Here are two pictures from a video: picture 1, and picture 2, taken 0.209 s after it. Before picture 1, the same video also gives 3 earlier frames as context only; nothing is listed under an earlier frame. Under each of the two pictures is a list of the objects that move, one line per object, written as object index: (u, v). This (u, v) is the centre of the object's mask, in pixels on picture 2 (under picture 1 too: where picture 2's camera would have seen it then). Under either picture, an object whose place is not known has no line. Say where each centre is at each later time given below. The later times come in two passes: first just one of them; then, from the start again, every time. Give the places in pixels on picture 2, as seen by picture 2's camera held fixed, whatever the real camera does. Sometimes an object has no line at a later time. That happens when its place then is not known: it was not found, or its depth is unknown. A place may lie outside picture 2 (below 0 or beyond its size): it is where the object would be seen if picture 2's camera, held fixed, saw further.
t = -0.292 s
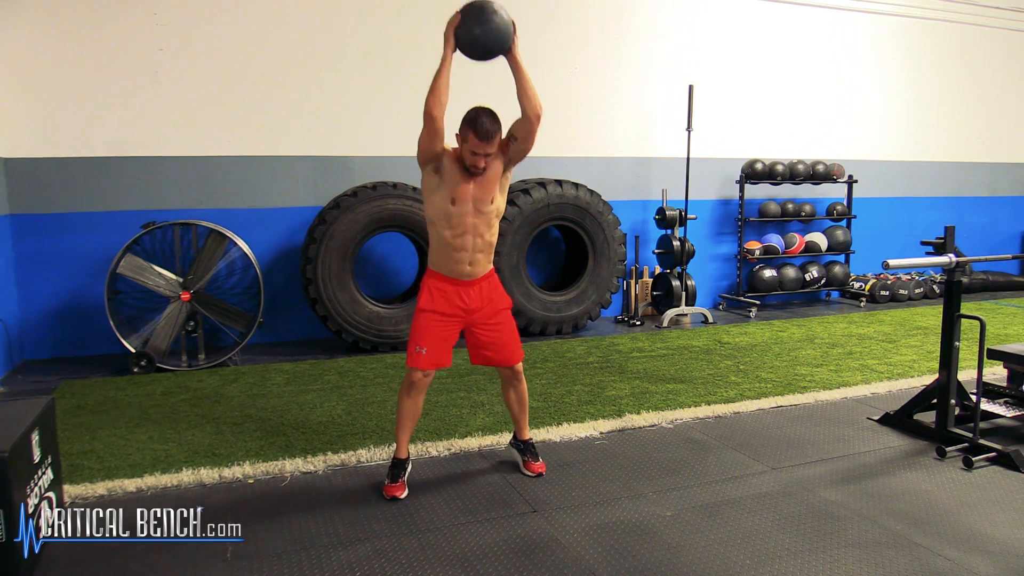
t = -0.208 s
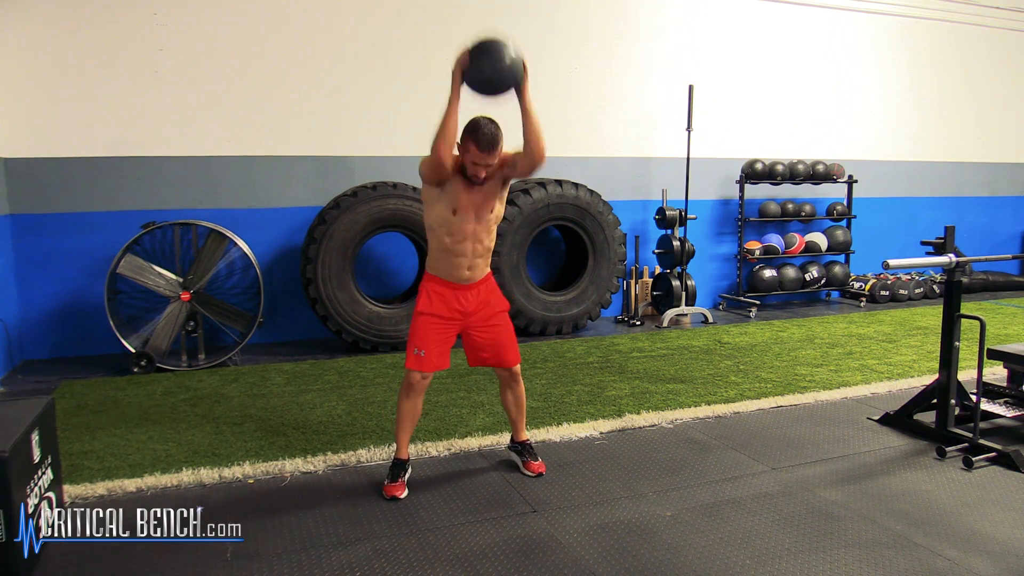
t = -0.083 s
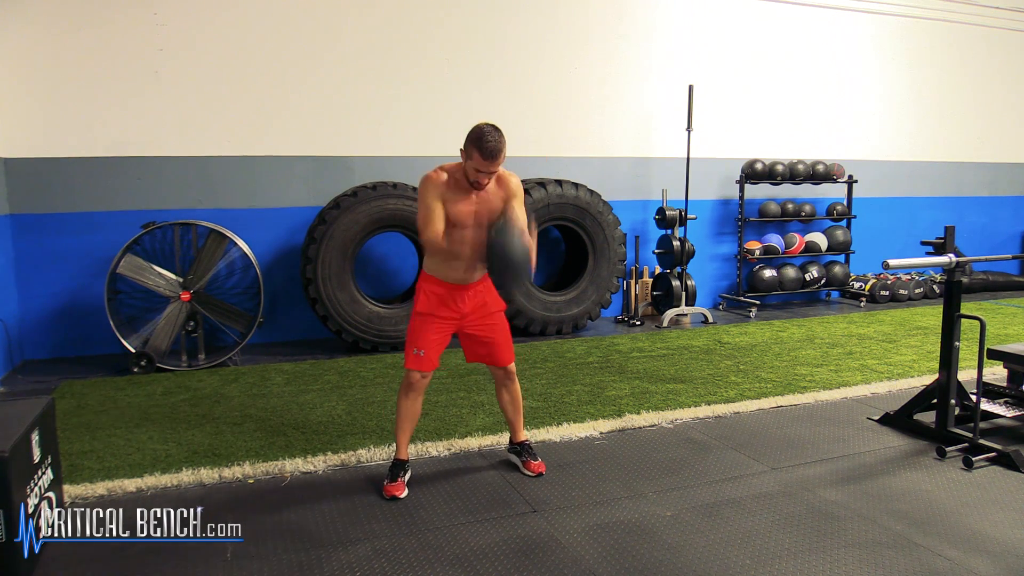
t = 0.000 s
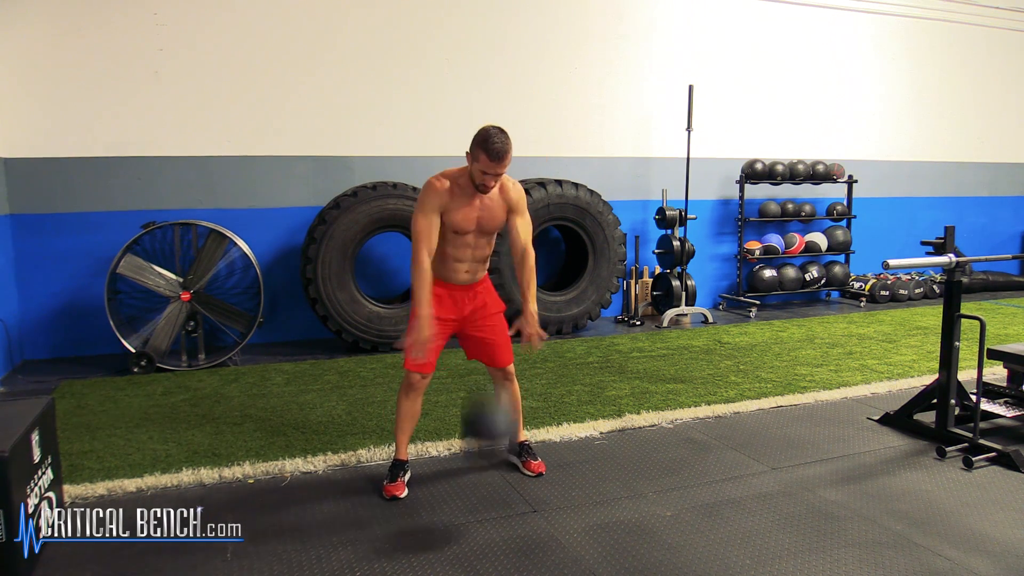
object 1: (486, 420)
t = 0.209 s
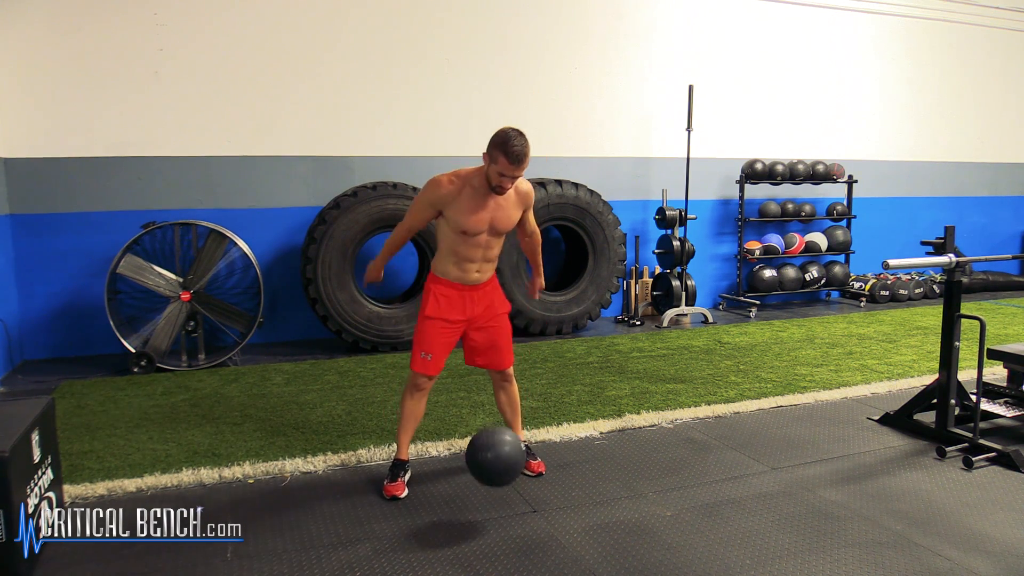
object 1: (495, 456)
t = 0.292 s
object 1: (498, 451)
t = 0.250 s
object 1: (497, 452)
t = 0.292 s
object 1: (498, 451)
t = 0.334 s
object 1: (500, 453)
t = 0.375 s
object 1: (501, 461)
